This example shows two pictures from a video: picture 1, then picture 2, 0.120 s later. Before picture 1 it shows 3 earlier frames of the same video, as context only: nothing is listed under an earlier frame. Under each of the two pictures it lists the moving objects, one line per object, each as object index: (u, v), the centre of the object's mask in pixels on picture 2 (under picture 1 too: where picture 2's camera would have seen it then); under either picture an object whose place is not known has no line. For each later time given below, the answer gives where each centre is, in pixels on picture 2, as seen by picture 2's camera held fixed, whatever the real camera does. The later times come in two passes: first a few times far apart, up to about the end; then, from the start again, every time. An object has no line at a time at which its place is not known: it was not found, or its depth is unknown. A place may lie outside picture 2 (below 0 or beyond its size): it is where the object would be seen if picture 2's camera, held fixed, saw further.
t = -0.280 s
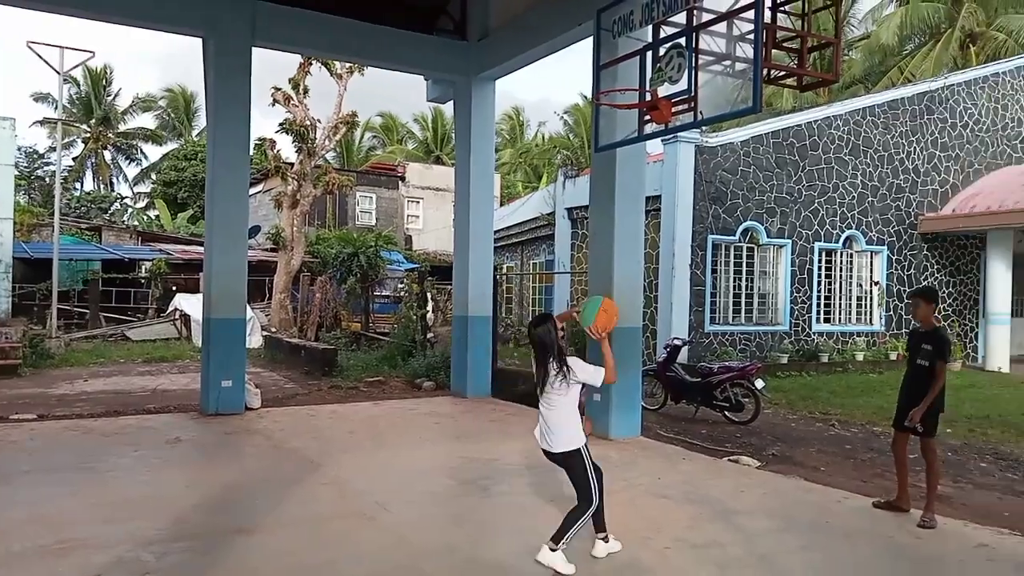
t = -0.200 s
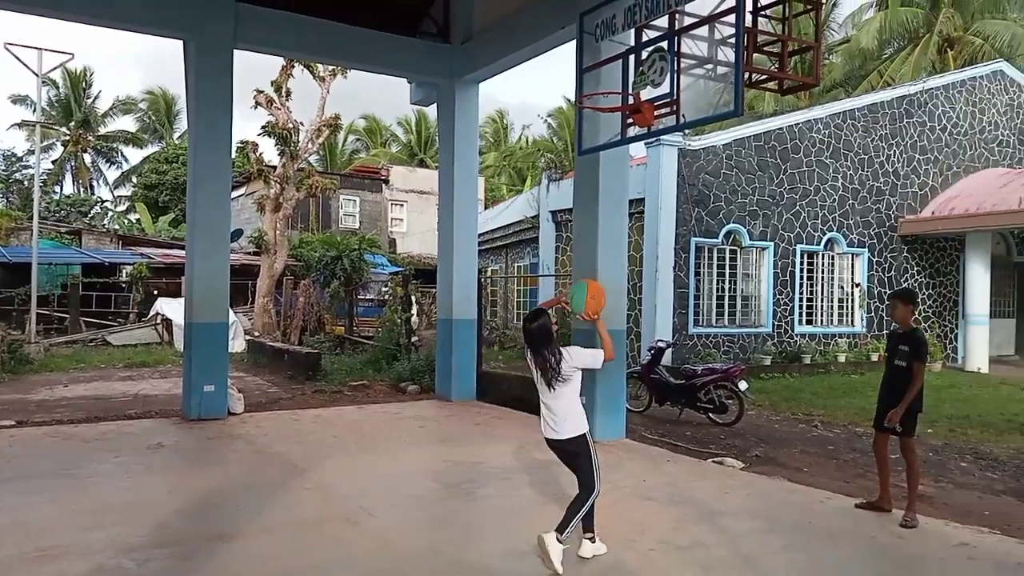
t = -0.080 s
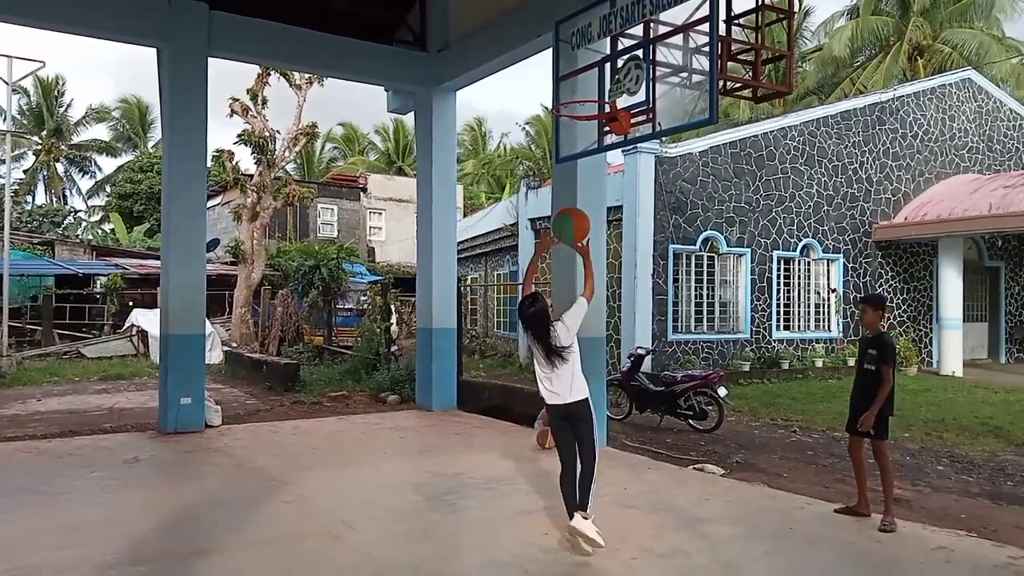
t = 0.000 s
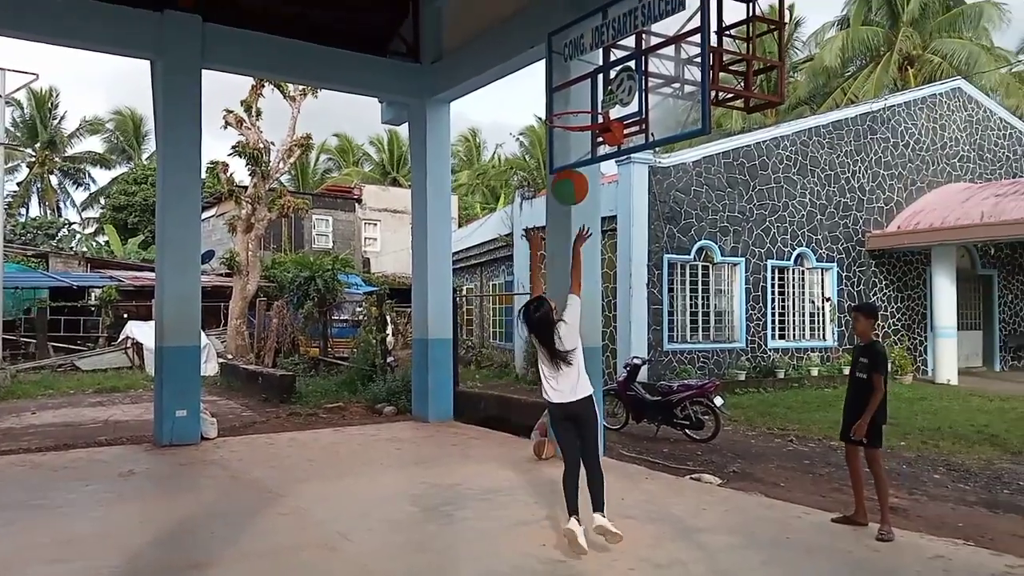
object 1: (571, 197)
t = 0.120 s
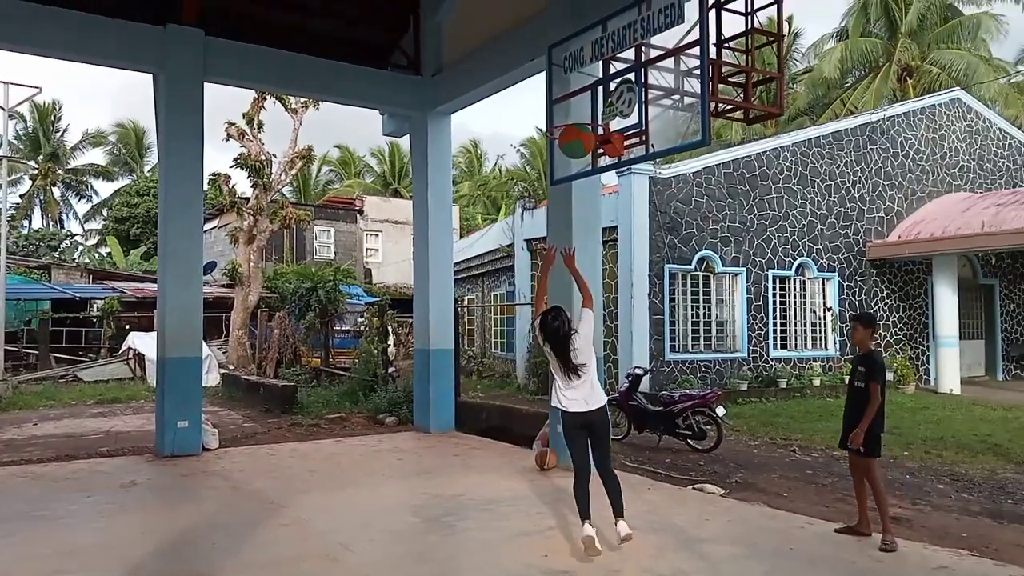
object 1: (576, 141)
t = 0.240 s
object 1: (585, 92)
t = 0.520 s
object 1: (598, 75)
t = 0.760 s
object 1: (573, 118)
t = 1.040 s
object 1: (589, 127)
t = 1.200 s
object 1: (581, 134)
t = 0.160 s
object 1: (581, 113)
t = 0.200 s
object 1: (583, 102)
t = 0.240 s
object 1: (585, 92)
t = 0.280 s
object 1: (586, 85)
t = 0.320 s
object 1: (587, 78)
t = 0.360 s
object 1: (591, 72)
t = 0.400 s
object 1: (593, 71)
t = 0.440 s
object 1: (594, 71)
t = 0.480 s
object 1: (597, 73)
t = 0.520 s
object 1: (598, 75)
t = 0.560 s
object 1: (601, 78)
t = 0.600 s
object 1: (598, 88)
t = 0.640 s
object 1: (593, 92)
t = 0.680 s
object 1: (586, 100)
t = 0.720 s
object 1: (579, 108)
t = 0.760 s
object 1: (573, 118)
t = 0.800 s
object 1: (567, 126)
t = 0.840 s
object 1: (566, 125)
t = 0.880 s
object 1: (565, 126)
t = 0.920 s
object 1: (568, 126)
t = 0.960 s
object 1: (574, 125)
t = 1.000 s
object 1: (585, 126)
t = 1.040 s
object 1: (589, 127)
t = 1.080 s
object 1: (591, 128)
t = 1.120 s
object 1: (592, 131)
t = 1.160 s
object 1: (586, 131)
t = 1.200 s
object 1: (581, 134)
